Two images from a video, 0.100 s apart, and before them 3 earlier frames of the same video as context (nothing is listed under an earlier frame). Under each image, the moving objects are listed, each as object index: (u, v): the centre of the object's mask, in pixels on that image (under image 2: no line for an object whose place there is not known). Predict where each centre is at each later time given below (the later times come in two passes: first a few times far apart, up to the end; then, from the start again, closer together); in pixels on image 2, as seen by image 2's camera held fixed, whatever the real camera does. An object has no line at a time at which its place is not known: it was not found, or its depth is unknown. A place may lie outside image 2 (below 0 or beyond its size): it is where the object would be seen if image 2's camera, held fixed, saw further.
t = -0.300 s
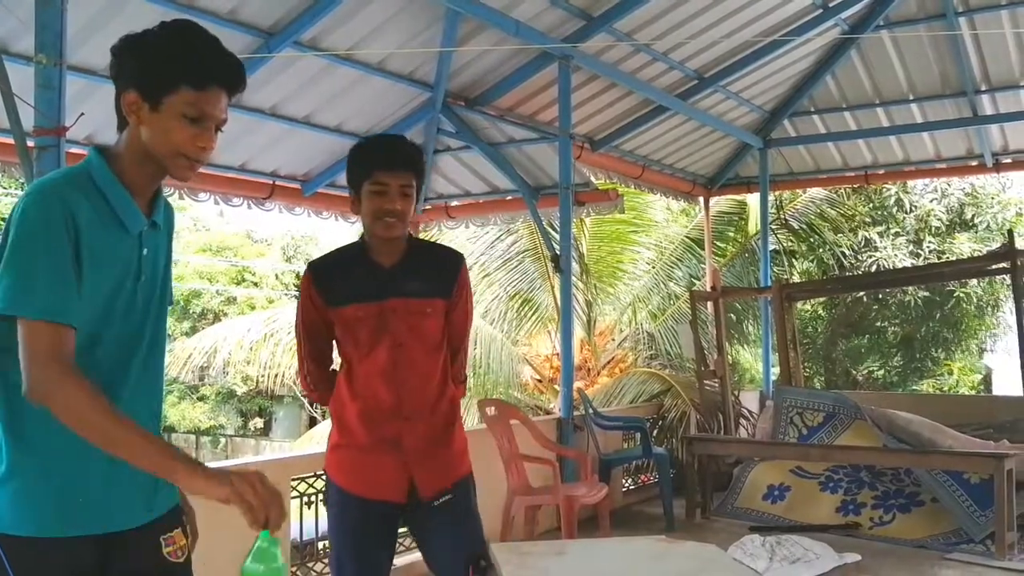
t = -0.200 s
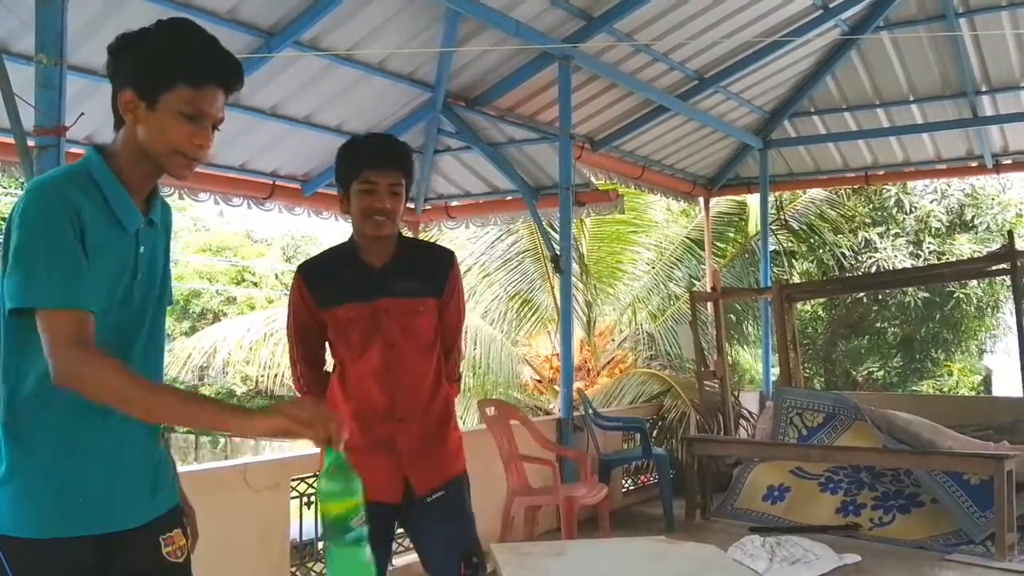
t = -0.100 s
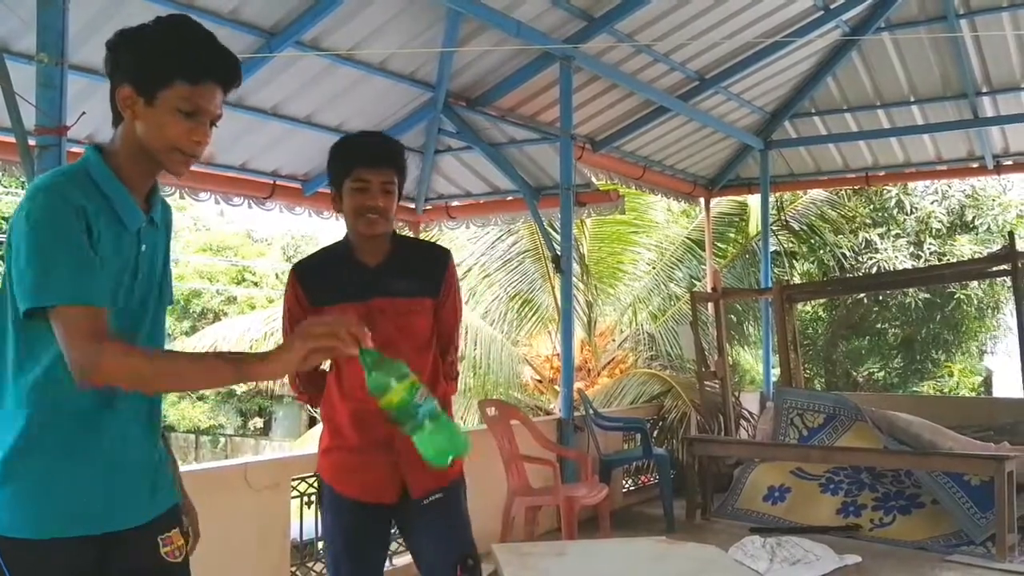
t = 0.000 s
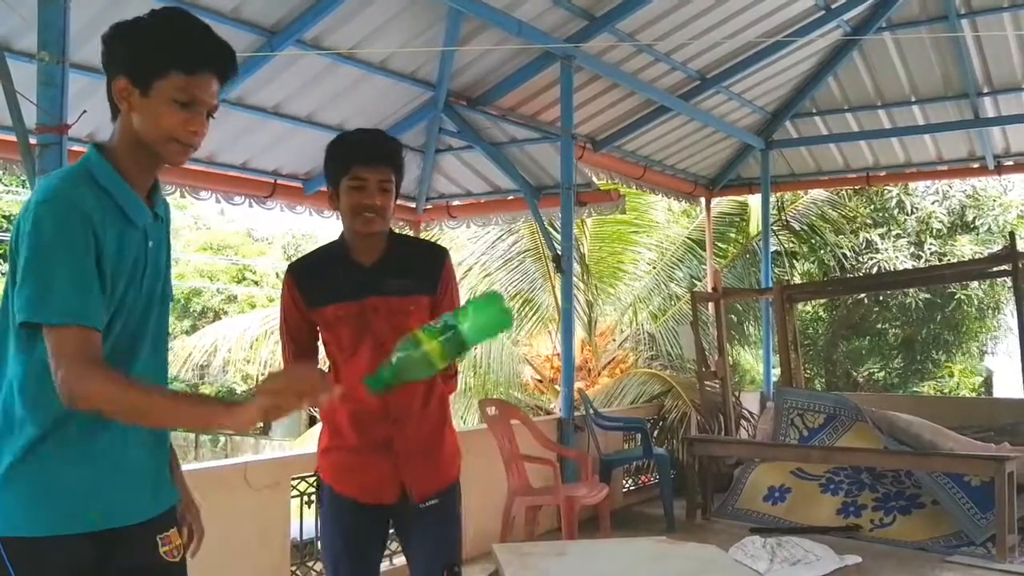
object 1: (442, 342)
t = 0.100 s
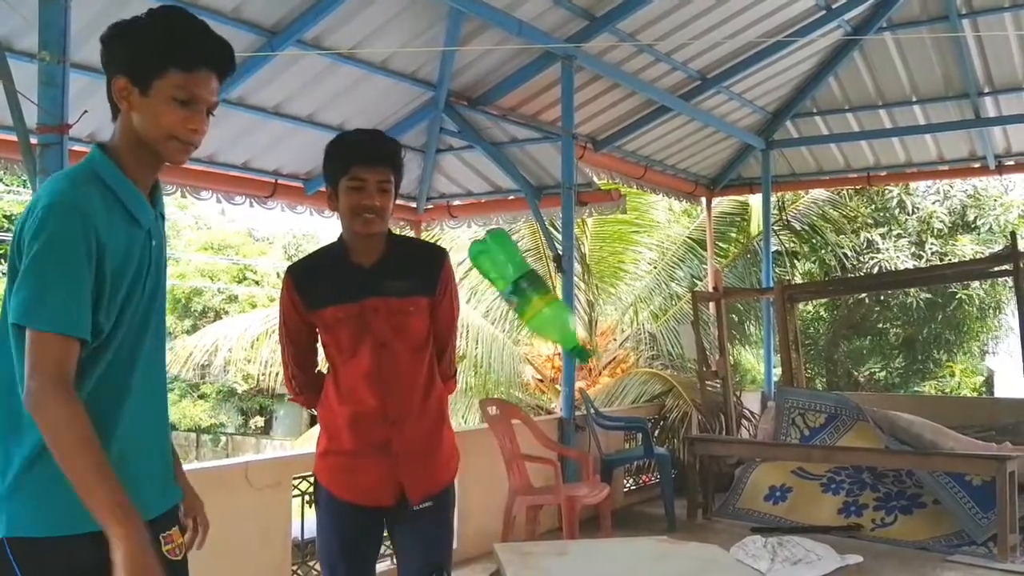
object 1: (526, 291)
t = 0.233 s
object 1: (569, 296)
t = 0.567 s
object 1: (612, 489)
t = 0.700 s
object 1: (632, 497)
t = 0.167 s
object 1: (554, 270)
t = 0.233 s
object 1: (569, 296)
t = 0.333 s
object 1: (596, 412)
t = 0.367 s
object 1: (606, 470)
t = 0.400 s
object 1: (608, 487)
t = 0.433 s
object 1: (607, 487)
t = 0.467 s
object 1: (606, 487)
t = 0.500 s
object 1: (608, 488)
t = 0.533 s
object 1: (610, 488)
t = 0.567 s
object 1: (612, 489)
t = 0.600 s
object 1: (617, 491)
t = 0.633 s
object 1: (623, 492)
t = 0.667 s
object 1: (628, 494)
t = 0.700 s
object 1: (632, 497)
